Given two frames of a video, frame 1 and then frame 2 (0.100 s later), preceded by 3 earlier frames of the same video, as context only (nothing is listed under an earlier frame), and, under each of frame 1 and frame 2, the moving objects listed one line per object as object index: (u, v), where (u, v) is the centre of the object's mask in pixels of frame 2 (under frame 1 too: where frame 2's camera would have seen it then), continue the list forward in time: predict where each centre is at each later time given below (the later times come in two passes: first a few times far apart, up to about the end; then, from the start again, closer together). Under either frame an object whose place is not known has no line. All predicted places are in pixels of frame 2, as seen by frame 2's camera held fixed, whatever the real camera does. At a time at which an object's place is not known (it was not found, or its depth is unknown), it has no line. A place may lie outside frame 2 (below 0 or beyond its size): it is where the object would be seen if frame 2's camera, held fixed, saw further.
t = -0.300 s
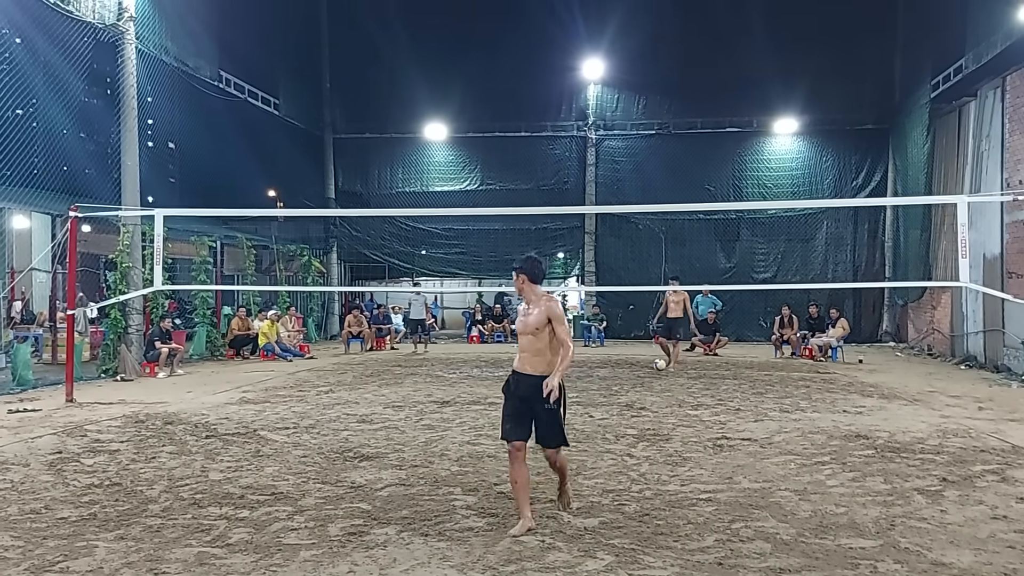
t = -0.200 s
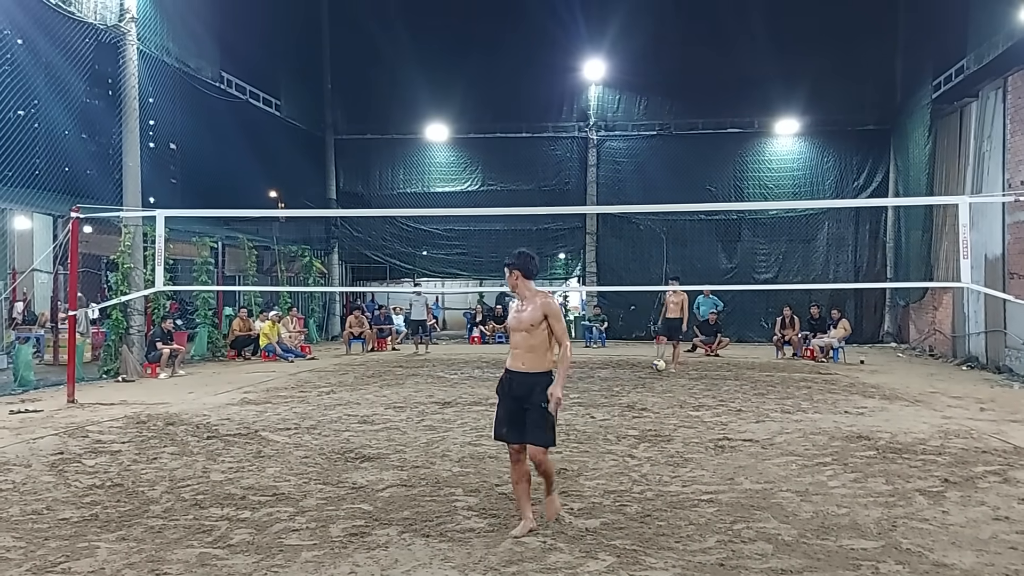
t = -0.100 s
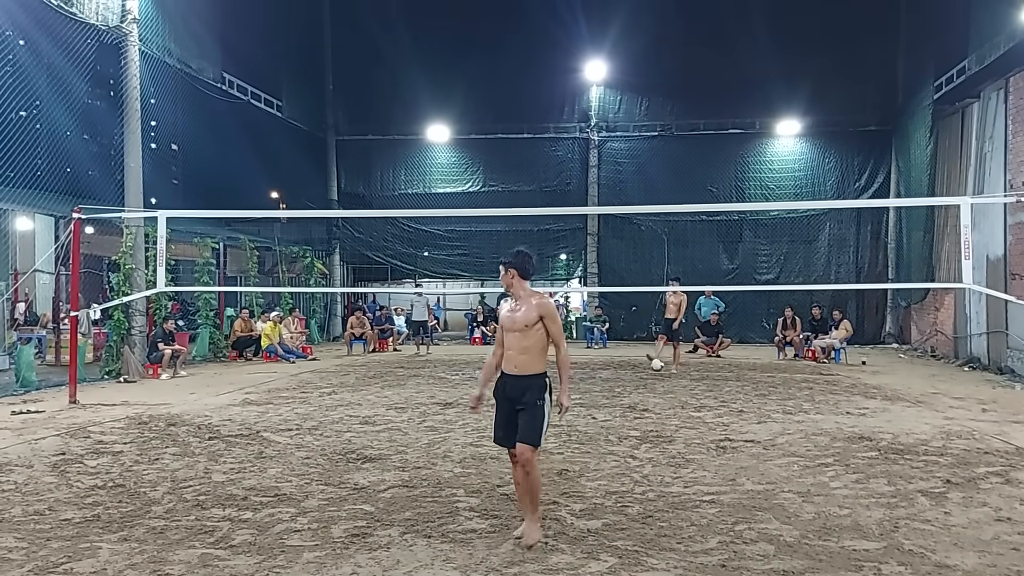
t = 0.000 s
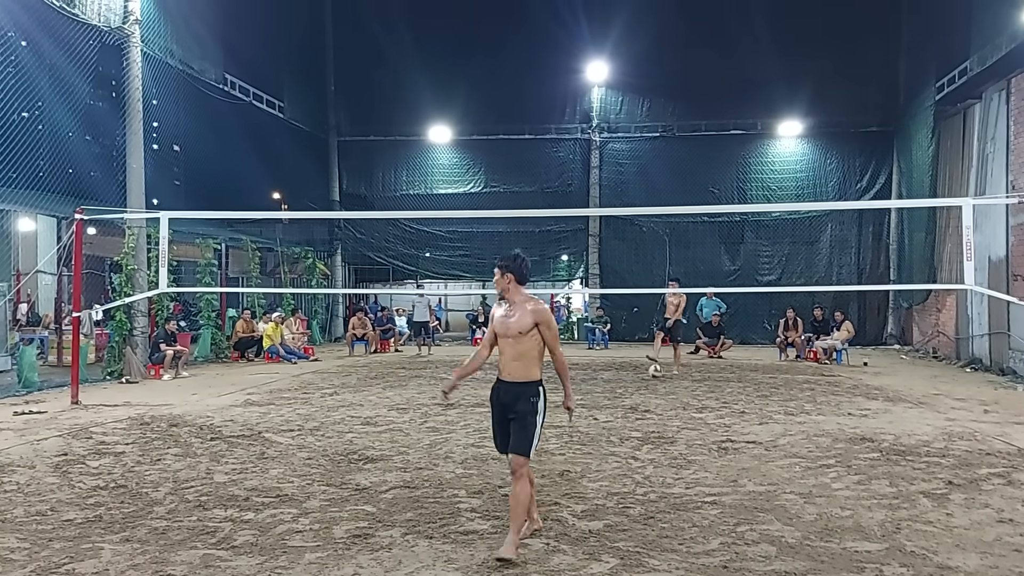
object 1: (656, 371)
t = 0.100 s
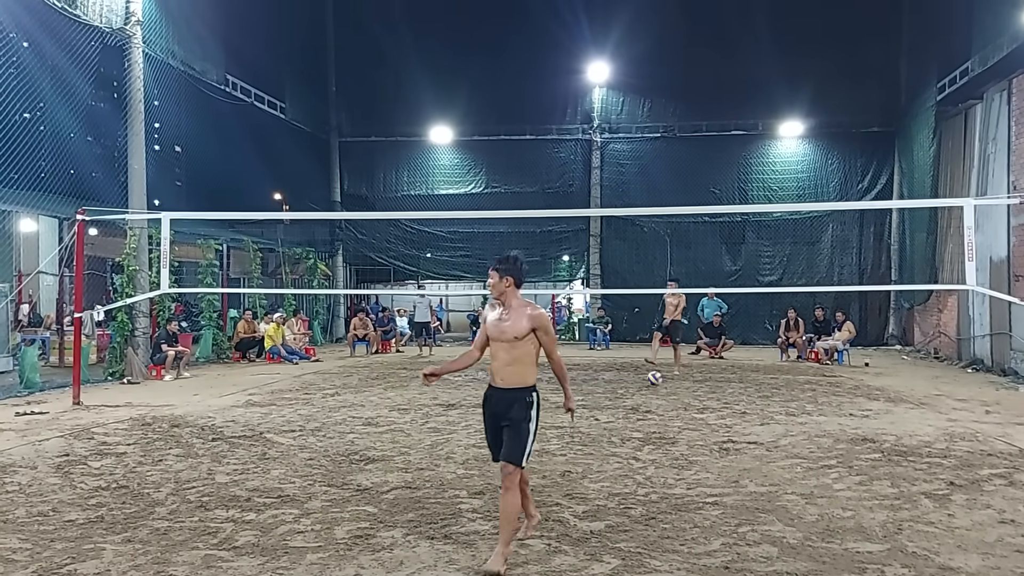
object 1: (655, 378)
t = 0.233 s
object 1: (655, 378)
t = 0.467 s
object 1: (658, 392)
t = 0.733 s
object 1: (663, 403)
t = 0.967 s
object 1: (666, 412)
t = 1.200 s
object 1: (672, 427)
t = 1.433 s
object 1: (677, 442)
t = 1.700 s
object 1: (683, 459)
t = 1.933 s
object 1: (687, 485)
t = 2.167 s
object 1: (693, 513)
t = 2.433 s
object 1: (700, 546)
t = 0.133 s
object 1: (655, 377)
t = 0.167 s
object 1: (655, 377)
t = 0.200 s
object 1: (655, 377)
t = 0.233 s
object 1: (655, 378)
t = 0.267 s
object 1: (655, 379)
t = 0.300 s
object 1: (655, 382)
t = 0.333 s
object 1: (655, 386)
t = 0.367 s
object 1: (656, 388)
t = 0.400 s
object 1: (656, 389)
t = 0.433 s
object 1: (657, 391)
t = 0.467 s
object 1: (658, 392)
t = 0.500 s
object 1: (658, 393)
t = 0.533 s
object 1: (659, 395)
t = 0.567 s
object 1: (660, 396)
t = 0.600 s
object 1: (660, 397)
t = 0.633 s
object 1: (661, 399)
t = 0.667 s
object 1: (661, 401)
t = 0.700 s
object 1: (662, 402)
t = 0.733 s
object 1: (663, 403)
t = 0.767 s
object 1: (663, 404)
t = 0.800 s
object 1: (663, 404)
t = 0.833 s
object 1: (664, 406)
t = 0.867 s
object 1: (664, 409)
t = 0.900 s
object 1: (665, 410)
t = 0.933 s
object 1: (667, 411)
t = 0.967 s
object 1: (666, 412)
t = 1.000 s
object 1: (667, 415)
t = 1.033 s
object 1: (668, 417)
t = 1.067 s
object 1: (669, 418)
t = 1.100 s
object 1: (670, 421)
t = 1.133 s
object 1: (670, 422)
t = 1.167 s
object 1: (671, 424)
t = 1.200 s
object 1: (672, 427)
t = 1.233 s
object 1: (673, 428)
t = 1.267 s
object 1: (674, 430)
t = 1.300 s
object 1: (675, 433)
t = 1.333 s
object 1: (675, 436)
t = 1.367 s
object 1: (676, 438)
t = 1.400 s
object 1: (677, 440)
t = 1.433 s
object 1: (677, 442)
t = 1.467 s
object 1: (678, 445)
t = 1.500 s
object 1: (679, 447)
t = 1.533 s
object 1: (680, 449)
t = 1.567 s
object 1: (681, 452)
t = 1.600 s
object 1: (681, 455)
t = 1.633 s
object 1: (682, 455)
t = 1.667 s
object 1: (682, 456)
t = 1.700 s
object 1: (683, 459)
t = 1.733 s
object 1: (683, 465)
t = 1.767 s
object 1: (684, 471)
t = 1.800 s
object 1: (686, 472)
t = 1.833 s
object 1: (685, 473)
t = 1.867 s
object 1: (686, 476)
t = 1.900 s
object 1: (687, 482)
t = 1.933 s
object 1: (687, 485)
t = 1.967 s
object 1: (688, 487)
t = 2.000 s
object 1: (688, 489)
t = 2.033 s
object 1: (688, 494)
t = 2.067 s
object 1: (689, 500)
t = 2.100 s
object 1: (689, 504)
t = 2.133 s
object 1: (692, 508)
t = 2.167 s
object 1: (693, 513)
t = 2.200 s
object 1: (694, 517)
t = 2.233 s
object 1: (695, 522)
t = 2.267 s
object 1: (697, 527)
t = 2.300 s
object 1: (697, 529)
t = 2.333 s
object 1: (698, 534)
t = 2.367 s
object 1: (698, 539)
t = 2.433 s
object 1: (700, 546)
